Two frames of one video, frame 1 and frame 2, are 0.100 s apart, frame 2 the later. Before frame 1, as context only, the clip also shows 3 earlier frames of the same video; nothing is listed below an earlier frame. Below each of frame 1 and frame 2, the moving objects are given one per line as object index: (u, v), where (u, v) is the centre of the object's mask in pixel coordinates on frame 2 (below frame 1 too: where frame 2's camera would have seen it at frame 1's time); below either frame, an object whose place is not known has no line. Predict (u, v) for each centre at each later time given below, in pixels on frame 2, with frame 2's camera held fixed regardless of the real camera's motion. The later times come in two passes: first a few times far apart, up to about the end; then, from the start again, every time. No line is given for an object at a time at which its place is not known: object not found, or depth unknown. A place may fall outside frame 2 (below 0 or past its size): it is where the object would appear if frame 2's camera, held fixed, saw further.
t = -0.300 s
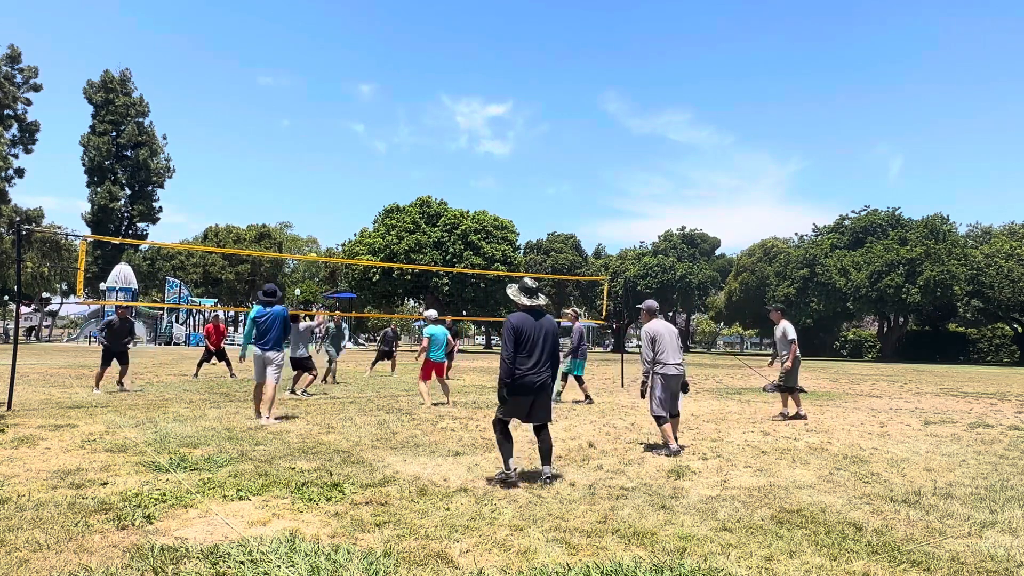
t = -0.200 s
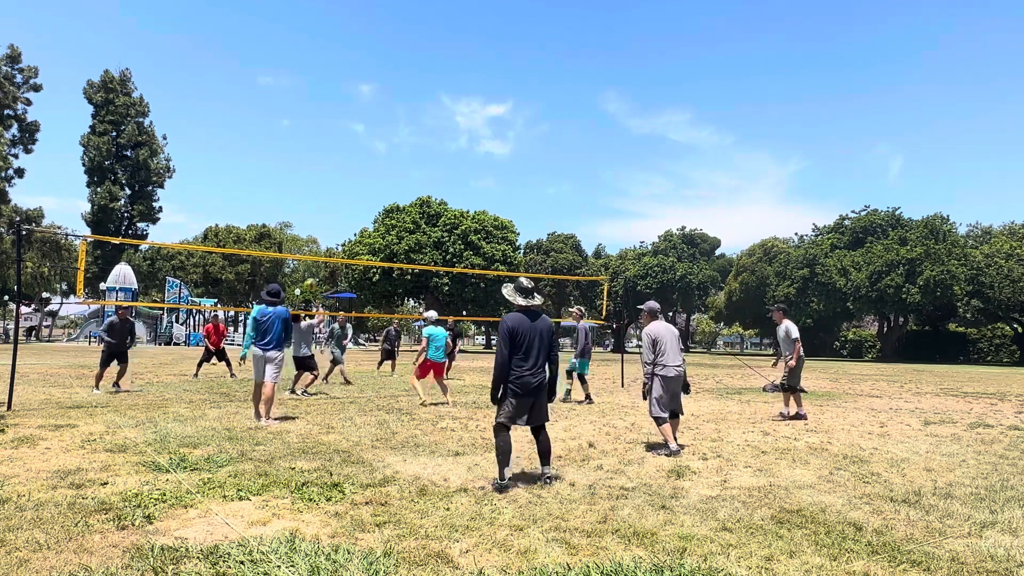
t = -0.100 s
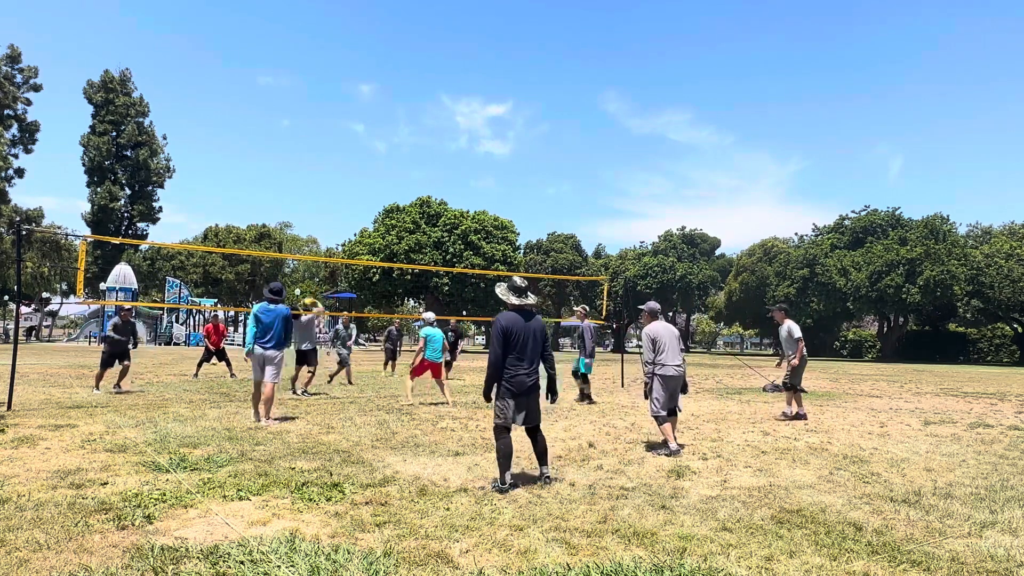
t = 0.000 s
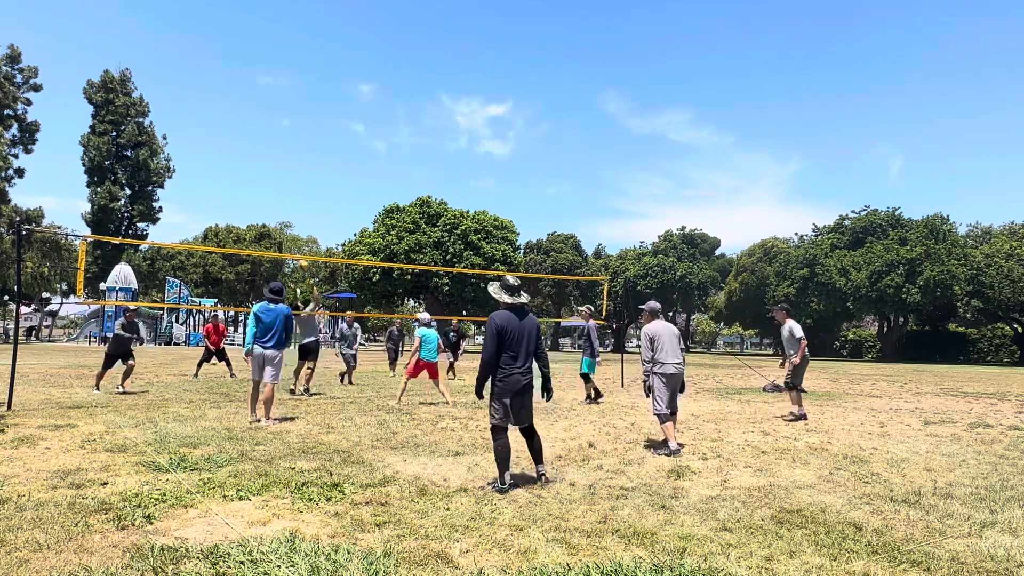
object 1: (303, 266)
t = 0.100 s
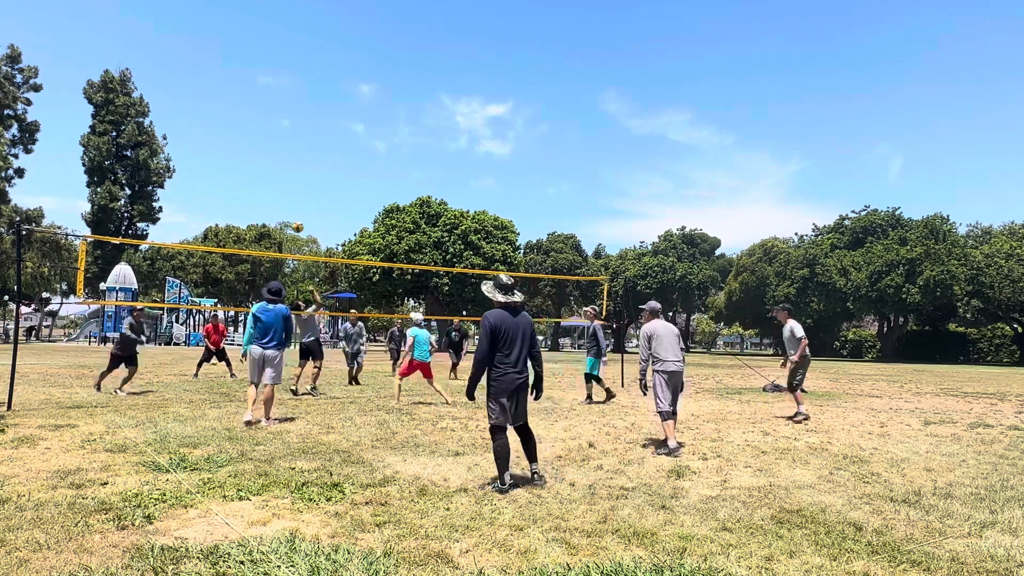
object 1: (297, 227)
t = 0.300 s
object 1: (288, 168)
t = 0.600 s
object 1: (275, 120)
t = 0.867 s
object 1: (263, 119)
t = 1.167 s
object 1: (248, 165)
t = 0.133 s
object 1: (296, 216)
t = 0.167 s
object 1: (294, 205)
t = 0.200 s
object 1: (292, 195)
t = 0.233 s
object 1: (291, 185)
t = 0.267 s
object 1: (290, 176)
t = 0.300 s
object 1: (288, 168)
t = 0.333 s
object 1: (287, 160)
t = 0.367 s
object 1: (285, 153)
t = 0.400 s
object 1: (284, 146)
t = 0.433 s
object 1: (283, 141)
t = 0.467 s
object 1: (281, 135)
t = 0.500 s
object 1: (280, 130)
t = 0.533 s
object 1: (278, 127)
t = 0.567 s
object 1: (277, 123)
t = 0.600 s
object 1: (275, 120)
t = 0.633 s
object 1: (274, 118)
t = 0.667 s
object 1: (273, 116)
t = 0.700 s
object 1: (271, 115)
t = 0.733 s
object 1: (270, 115)
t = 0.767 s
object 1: (268, 115)
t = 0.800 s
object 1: (267, 116)
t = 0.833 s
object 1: (265, 117)
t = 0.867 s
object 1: (263, 119)
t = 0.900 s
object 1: (261, 122)
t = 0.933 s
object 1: (260, 125)
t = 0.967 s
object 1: (258, 129)
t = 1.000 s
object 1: (256, 133)
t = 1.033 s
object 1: (254, 138)
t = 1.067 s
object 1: (253, 144)
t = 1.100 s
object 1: (251, 150)
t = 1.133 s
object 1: (249, 157)
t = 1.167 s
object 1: (248, 165)
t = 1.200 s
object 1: (246, 173)
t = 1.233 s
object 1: (245, 182)
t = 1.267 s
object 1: (243, 191)
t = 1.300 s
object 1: (241, 202)
